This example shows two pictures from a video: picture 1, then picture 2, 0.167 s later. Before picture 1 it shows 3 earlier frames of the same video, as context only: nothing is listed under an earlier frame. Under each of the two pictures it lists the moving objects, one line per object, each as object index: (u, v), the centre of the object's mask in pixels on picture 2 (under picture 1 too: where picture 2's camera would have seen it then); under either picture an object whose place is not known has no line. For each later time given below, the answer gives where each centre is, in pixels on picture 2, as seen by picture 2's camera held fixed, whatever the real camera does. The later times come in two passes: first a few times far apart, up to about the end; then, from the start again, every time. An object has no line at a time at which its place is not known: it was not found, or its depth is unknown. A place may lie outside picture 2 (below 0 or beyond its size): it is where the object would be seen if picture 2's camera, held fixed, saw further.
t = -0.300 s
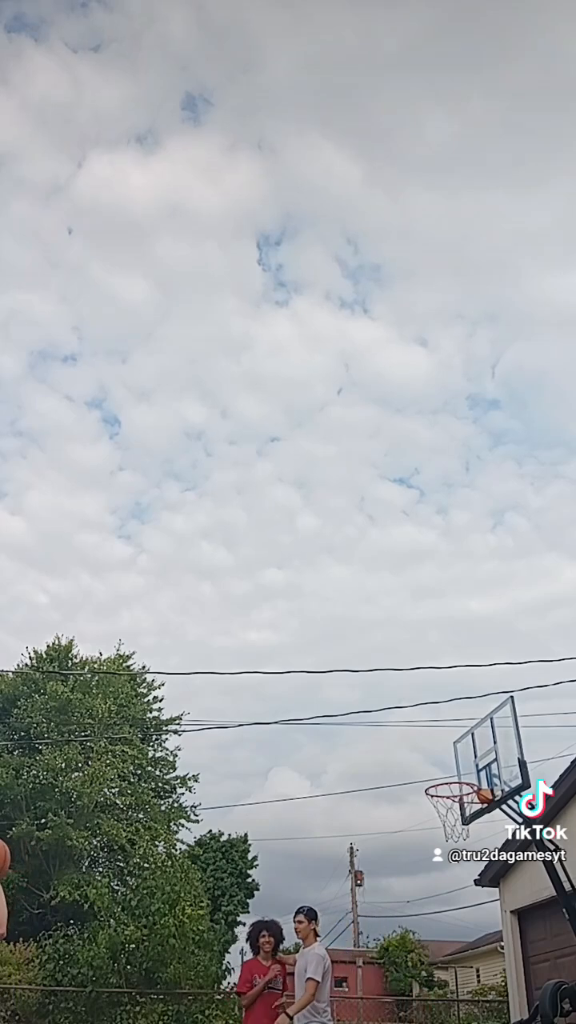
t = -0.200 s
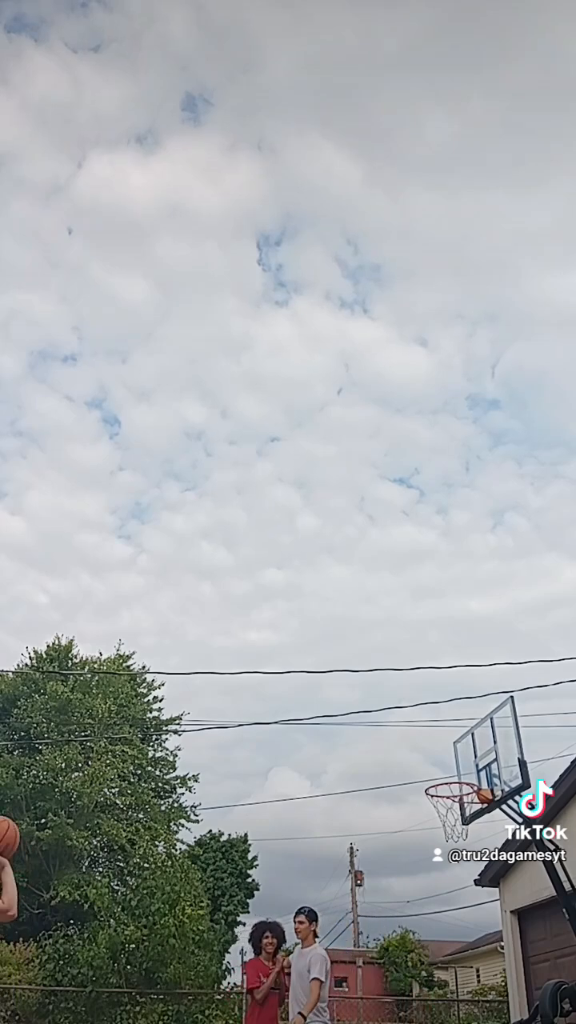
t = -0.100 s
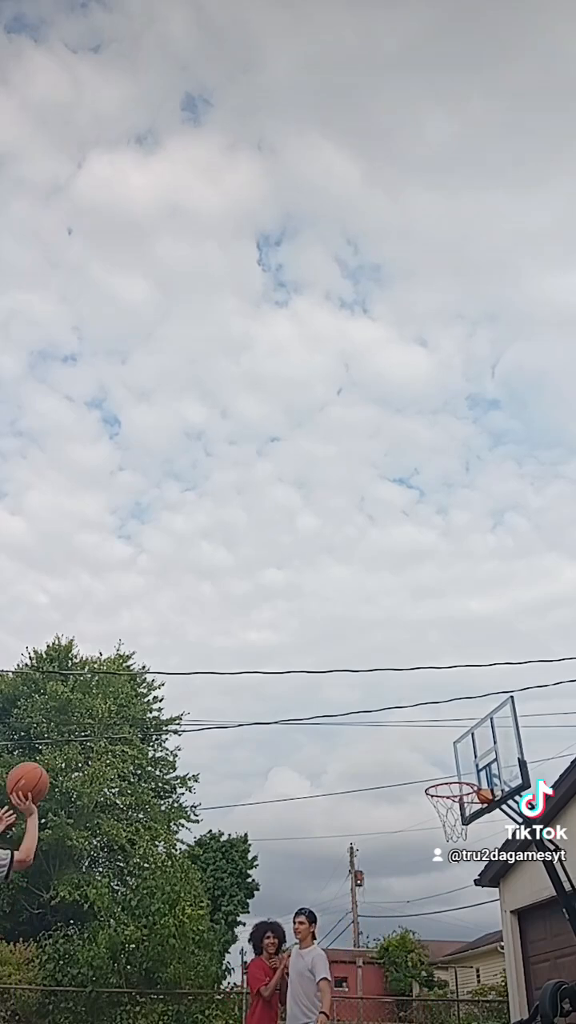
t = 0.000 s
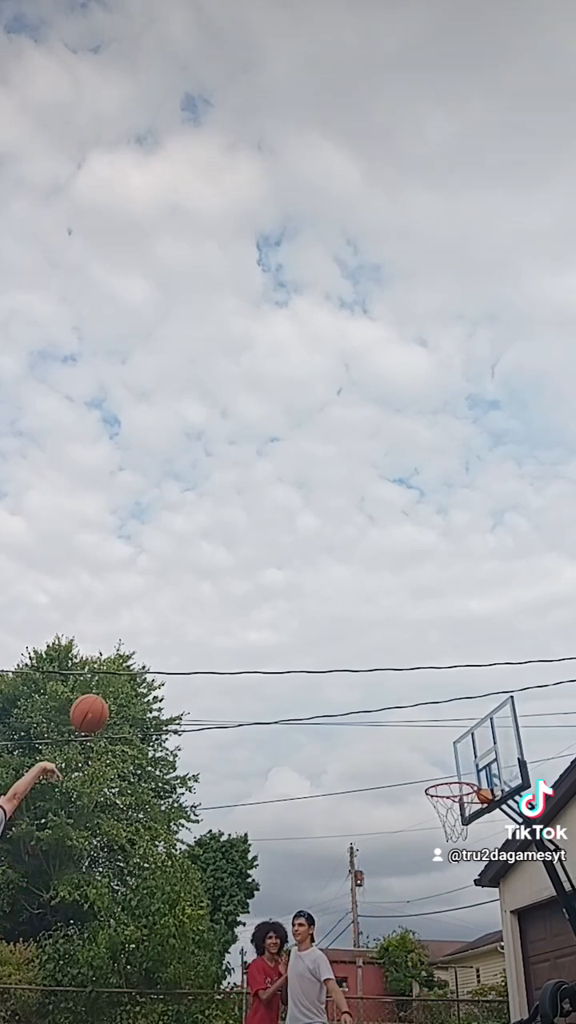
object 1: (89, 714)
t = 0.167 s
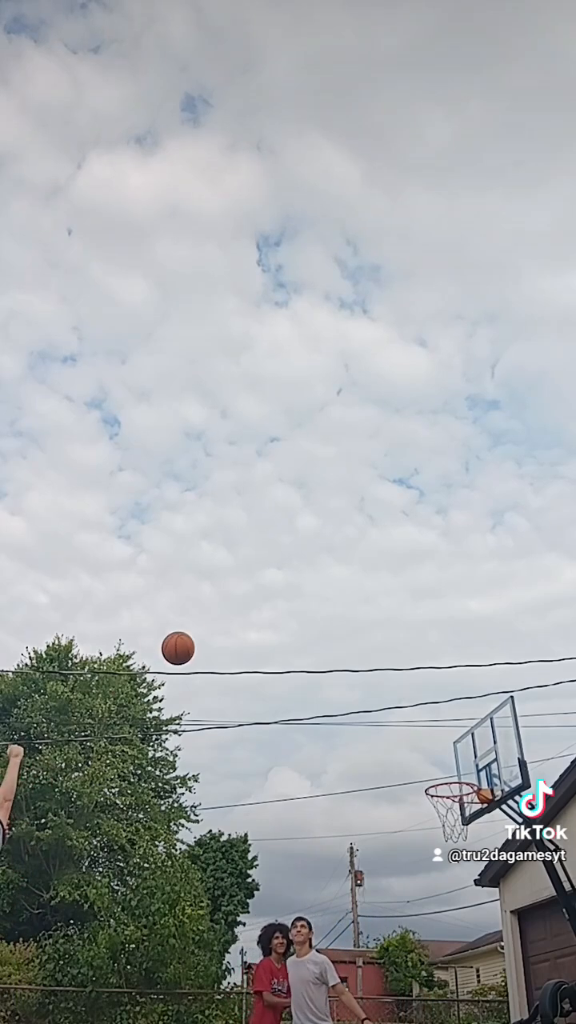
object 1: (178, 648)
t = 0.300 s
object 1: (233, 628)
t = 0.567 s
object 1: (324, 650)
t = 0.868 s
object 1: (412, 756)
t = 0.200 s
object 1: (193, 641)
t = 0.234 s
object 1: (207, 635)
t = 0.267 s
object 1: (220, 631)
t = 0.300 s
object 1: (233, 628)
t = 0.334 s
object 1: (246, 627)
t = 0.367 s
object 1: (258, 627)
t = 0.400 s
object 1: (270, 628)
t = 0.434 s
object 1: (281, 630)
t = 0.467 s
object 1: (292, 633)
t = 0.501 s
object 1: (303, 638)
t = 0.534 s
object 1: (313, 643)
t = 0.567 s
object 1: (324, 650)
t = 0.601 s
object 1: (334, 658)
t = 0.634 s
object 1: (344, 666)
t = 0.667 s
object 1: (354, 676)
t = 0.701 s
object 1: (364, 687)
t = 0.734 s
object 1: (373, 699)
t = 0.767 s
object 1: (383, 711)
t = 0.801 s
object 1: (393, 725)
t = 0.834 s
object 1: (402, 740)
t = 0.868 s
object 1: (412, 756)
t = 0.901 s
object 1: (422, 773)
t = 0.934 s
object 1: (432, 792)
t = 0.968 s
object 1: (442, 811)
